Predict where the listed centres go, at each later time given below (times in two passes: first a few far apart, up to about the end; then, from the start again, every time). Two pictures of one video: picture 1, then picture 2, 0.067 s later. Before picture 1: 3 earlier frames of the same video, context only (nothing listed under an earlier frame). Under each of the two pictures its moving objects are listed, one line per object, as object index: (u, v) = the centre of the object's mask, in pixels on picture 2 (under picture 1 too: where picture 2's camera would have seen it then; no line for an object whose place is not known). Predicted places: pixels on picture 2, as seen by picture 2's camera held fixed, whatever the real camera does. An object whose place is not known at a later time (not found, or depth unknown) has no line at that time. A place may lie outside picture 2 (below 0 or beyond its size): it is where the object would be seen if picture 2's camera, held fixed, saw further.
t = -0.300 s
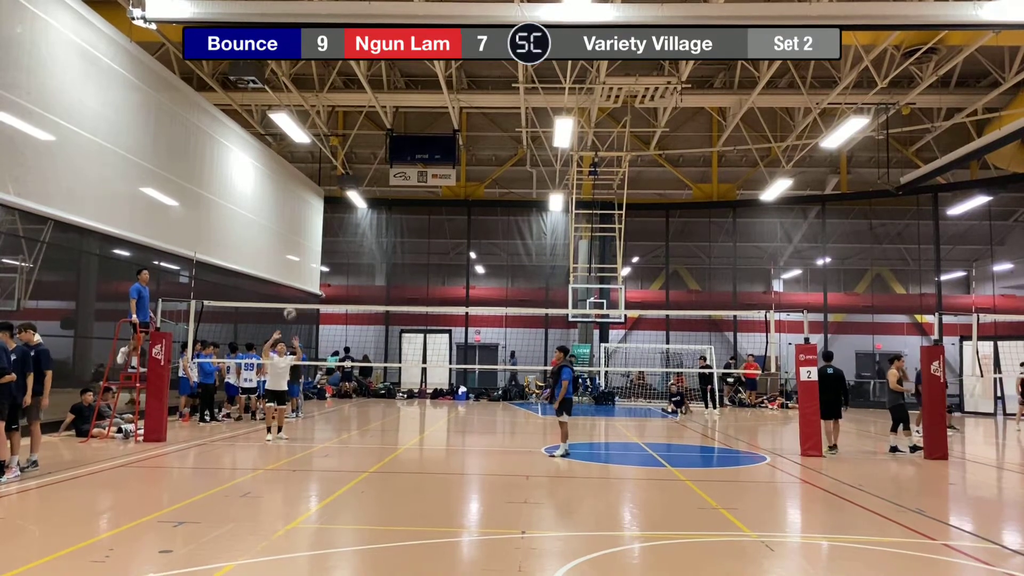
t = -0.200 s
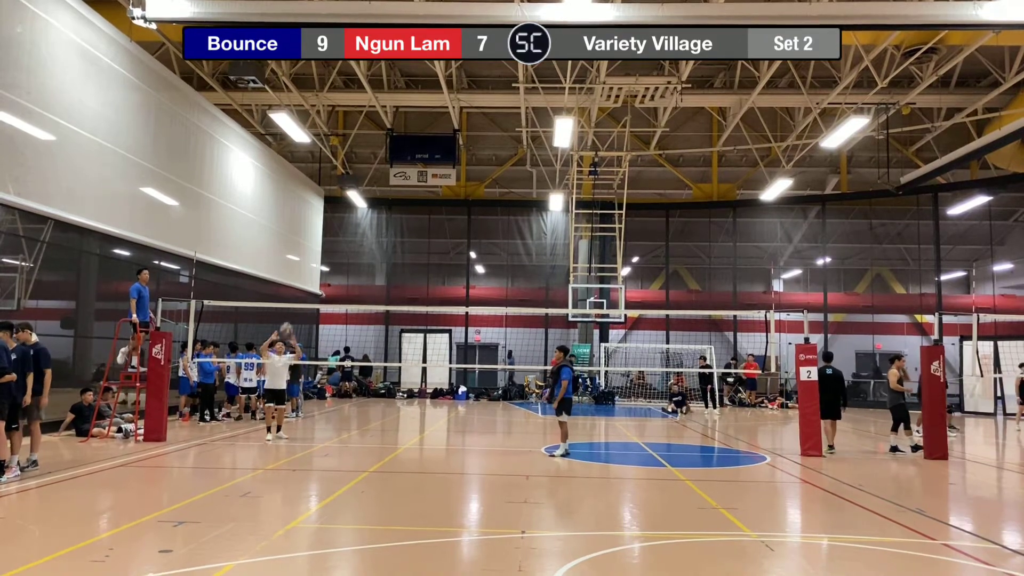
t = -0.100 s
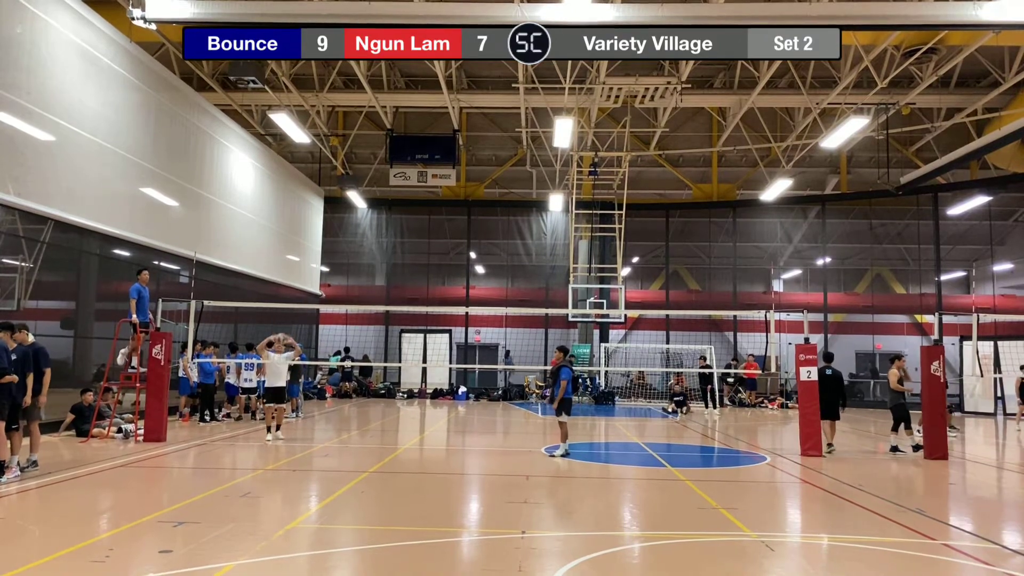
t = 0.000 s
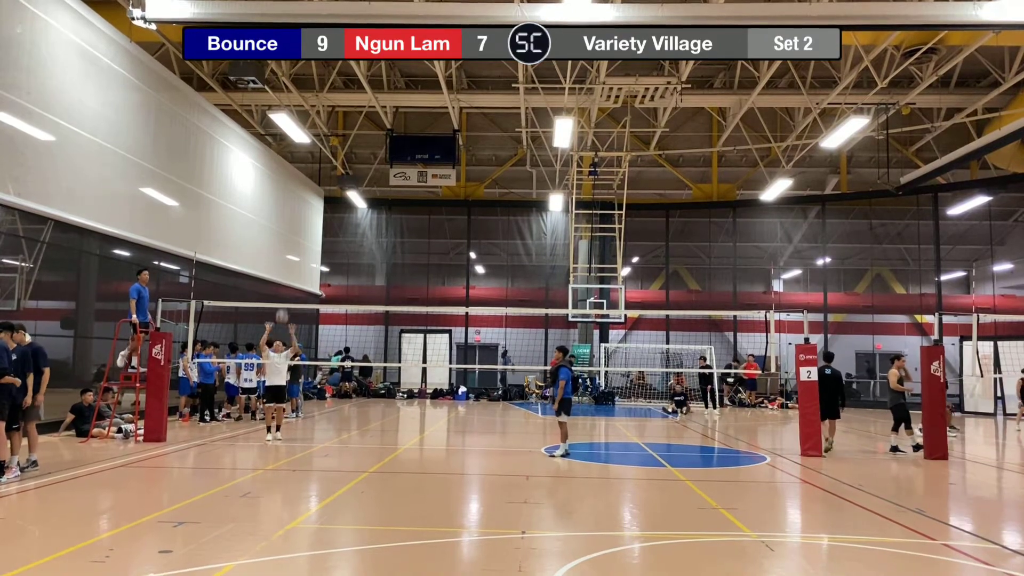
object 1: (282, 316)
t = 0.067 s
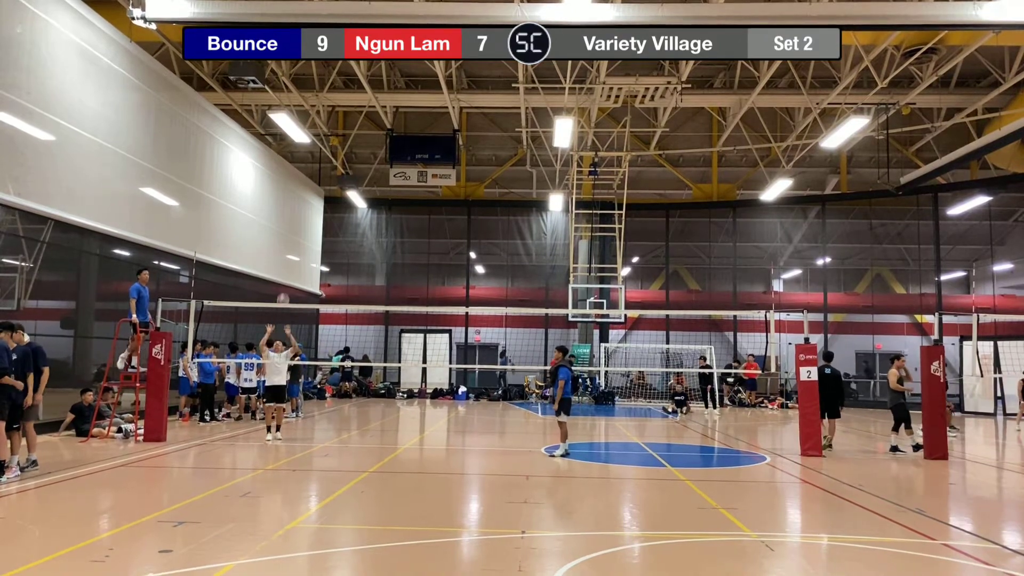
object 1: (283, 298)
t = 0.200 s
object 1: (284, 276)
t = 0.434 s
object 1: (286, 258)
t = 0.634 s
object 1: (286, 265)
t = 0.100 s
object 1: (283, 293)
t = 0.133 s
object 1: (284, 288)
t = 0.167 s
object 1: (284, 281)
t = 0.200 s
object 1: (284, 276)
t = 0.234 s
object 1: (285, 272)
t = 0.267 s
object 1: (285, 269)
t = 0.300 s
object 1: (285, 265)
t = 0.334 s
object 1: (285, 263)
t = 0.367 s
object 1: (285, 261)
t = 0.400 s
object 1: (286, 259)
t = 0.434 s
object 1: (286, 258)
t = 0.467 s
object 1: (286, 258)
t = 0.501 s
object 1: (286, 258)
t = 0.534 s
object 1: (286, 259)
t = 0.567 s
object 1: (286, 260)
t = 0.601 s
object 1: (286, 262)
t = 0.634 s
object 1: (286, 265)
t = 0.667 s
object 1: (286, 268)
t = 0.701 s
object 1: (286, 272)
